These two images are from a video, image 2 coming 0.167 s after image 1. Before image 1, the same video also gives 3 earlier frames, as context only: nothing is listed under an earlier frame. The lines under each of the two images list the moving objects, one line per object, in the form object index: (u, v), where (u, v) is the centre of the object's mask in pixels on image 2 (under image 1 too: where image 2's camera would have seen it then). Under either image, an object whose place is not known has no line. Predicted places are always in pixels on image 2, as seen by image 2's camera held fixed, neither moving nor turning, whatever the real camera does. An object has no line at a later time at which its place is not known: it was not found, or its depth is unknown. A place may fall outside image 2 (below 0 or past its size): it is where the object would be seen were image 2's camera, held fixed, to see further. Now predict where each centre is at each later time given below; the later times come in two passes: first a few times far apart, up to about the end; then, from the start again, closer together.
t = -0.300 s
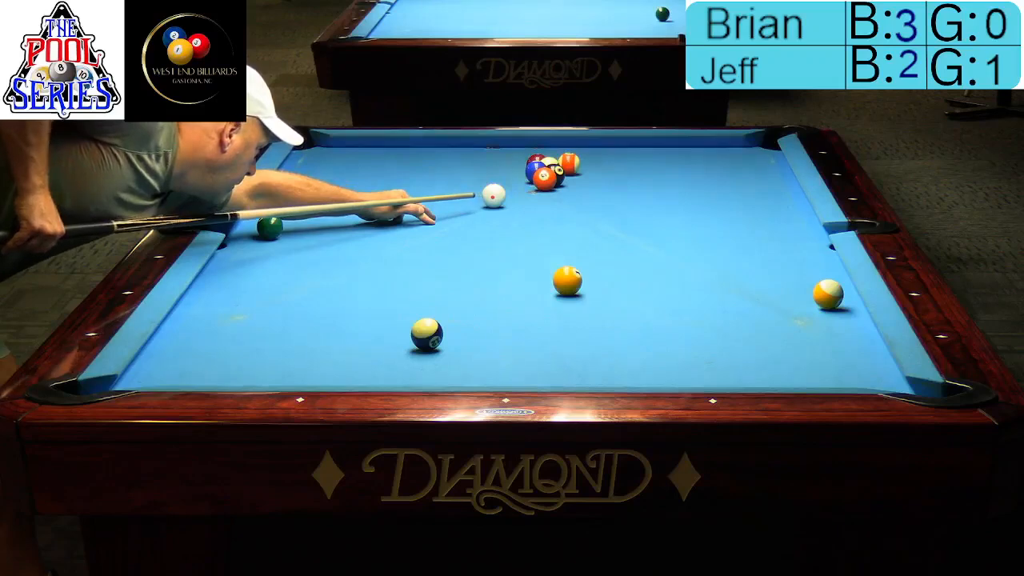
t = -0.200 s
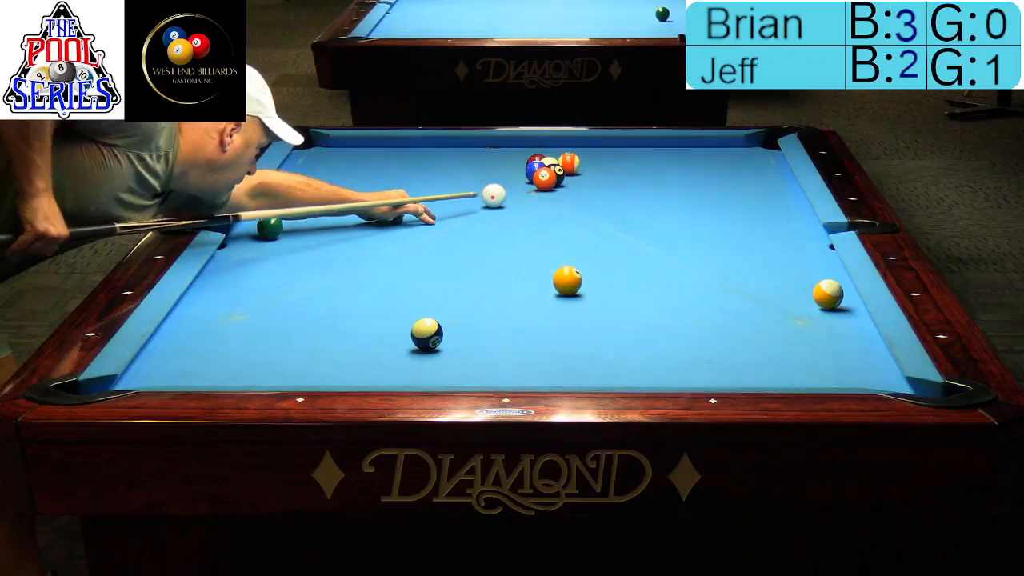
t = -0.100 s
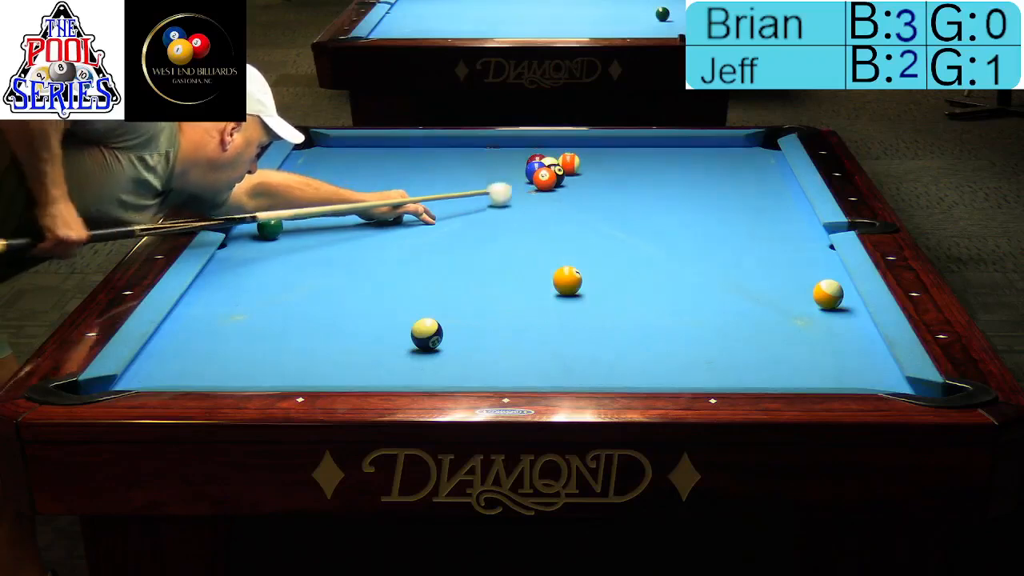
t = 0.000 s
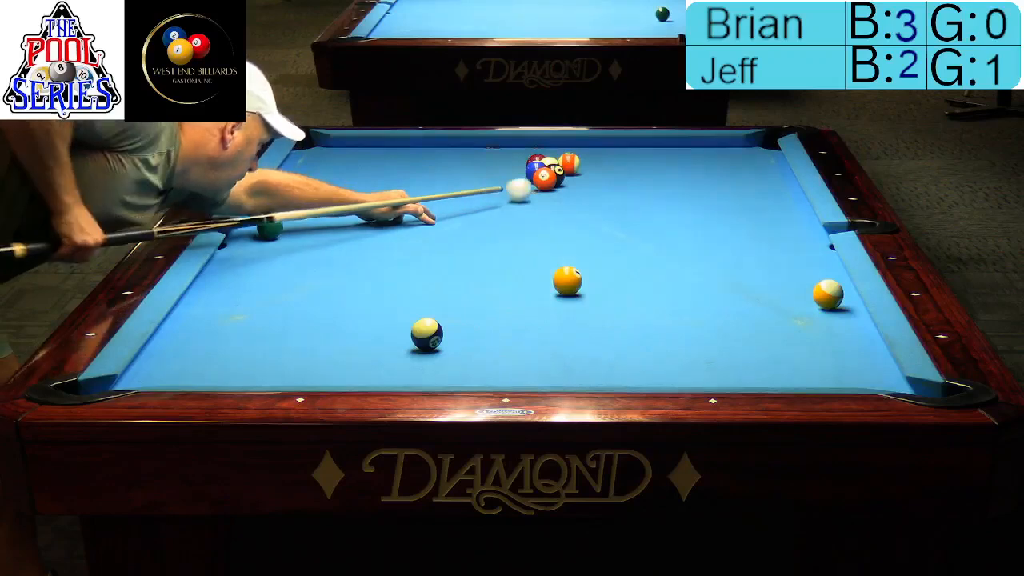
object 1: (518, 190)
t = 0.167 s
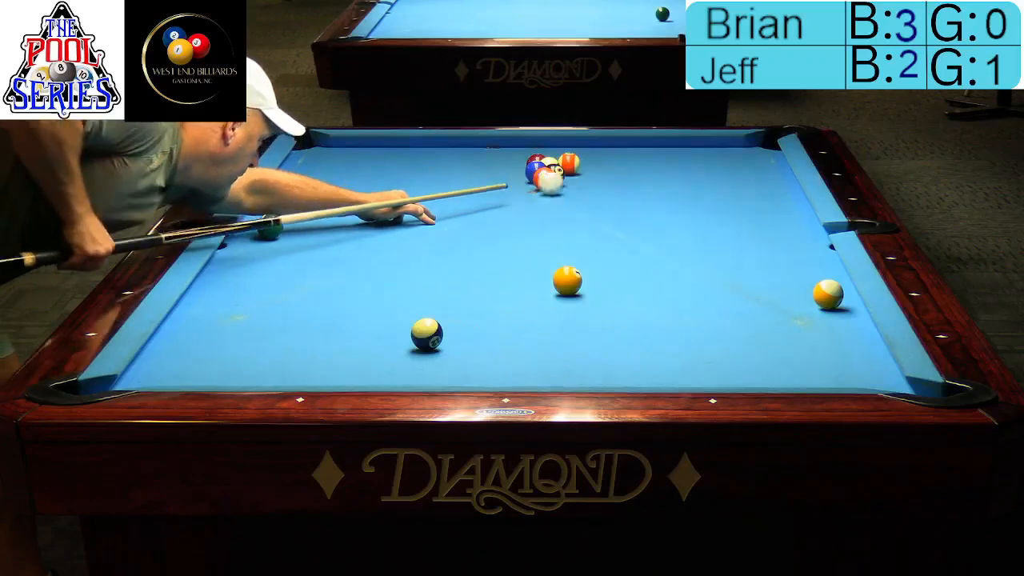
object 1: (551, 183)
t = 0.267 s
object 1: (571, 180)
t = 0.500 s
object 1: (619, 175)
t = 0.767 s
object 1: (669, 170)
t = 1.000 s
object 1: (711, 165)
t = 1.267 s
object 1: (755, 160)
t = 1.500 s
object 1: (761, 157)
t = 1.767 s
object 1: (734, 155)
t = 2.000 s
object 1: (712, 153)
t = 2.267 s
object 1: (689, 151)
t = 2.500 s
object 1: (672, 149)
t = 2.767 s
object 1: (654, 148)
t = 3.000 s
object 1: (640, 147)
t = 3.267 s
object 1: (627, 146)
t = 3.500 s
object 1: (618, 145)
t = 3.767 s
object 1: (609, 144)
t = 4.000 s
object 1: (603, 143)
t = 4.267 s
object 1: (598, 143)
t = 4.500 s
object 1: (595, 143)
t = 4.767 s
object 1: (594, 143)
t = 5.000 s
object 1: (594, 143)
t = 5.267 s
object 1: (594, 143)
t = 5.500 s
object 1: (594, 143)
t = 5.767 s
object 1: (594, 143)
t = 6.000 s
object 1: (594, 143)
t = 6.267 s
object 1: (594, 143)
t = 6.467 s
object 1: (594, 143)
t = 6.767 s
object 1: (594, 143)
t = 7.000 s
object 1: (594, 143)
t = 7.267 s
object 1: (594, 143)
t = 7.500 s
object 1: (594, 143)
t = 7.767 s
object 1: (594, 143)
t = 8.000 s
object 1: (594, 143)
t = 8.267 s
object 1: (594, 143)
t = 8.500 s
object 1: (594, 143)
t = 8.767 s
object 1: (594, 143)
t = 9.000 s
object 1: (594, 143)
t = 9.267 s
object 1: (594, 143)
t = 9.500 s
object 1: (594, 143)
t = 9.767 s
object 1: (594, 143)
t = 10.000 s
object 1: (594, 143)
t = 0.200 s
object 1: (558, 183)
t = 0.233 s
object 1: (564, 182)
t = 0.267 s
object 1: (571, 180)
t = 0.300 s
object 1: (578, 180)
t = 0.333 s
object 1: (585, 179)
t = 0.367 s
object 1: (592, 178)
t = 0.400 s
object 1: (599, 178)
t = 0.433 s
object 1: (605, 177)
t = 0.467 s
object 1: (612, 176)
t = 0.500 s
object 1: (619, 175)
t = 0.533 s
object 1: (625, 175)
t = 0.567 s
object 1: (632, 174)
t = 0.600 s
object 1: (638, 173)
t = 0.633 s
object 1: (645, 173)
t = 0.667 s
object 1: (651, 172)
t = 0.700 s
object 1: (657, 171)
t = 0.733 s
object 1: (663, 170)
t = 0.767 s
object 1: (669, 170)
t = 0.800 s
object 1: (676, 169)
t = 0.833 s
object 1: (682, 168)
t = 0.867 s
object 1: (687, 168)
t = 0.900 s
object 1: (693, 167)
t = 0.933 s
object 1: (699, 166)
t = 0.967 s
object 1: (705, 166)
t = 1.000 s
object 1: (711, 165)
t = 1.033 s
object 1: (716, 164)
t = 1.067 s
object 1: (722, 164)
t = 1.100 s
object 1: (727, 163)
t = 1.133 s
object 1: (733, 163)
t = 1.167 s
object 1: (738, 162)
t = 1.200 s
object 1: (743, 161)
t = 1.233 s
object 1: (749, 160)
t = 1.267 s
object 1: (755, 160)
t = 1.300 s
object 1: (760, 159)
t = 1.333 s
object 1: (765, 159)
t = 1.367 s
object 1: (770, 158)
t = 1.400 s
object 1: (772, 158)
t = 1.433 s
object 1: (769, 158)
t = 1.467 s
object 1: (765, 157)
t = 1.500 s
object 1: (761, 157)
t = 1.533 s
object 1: (758, 157)
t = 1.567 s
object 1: (754, 156)
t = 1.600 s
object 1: (751, 156)
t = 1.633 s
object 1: (747, 156)
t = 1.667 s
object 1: (744, 155)
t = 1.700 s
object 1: (740, 155)
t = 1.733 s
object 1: (737, 155)
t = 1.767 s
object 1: (734, 155)
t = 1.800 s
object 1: (730, 154)
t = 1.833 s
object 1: (727, 154)
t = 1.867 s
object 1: (724, 154)
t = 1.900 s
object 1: (721, 153)
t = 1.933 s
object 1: (718, 153)
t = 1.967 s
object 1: (715, 153)
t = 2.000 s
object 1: (712, 153)
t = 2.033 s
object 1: (709, 152)
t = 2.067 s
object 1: (706, 152)
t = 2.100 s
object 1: (703, 152)
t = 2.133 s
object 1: (700, 152)
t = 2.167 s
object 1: (698, 151)
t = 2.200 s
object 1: (695, 151)
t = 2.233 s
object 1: (692, 151)
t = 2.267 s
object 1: (689, 151)
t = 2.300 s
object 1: (687, 150)
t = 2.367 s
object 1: (682, 150)
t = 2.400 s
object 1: (679, 150)
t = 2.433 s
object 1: (677, 150)
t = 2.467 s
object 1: (674, 150)
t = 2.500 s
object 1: (672, 149)
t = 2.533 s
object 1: (669, 149)
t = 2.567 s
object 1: (667, 149)
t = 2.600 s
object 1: (665, 149)
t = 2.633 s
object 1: (663, 149)
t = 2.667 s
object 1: (660, 148)
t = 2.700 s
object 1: (658, 148)
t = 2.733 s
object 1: (656, 148)
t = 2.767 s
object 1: (654, 148)
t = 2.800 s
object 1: (652, 148)
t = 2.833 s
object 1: (650, 147)
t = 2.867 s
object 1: (647, 147)
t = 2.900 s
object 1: (646, 147)
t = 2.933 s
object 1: (644, 147)
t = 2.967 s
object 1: (642, 147)
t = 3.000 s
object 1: (640, 147)
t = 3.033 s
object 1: (638, 147)
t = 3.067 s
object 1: (637, 146)
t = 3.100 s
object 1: (635, 146)
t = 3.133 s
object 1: (633, 146)
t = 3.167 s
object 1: (632, 146)
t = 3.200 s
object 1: (630, 146)
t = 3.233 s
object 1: (629, 146)
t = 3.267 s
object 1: (627, 146)
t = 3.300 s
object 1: (626, 146)
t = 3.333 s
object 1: (624, 145)
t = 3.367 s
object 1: (623, 145)
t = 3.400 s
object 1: (621, 145)
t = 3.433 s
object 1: (620, 145)
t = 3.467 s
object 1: (619, 145)
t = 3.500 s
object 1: (618, 145)
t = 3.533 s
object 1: (616, 145)
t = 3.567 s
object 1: (615, 145)
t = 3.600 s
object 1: (614, 144)
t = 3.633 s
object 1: (613, 144)
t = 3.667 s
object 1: (612, 144)
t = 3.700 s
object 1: (611, 144)
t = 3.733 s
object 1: (610, 144)
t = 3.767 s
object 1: (609, 144)
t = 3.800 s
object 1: (608, 144)
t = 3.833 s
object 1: (607, 144)
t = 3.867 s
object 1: (606, 144)
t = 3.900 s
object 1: (605, 144)
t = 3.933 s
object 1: (604, 144)
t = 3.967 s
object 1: (603, 144)
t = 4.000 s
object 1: (603, 143)
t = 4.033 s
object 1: (602, 144)
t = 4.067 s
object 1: (601, 143)
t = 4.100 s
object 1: (600, 143)
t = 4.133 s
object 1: (600, 143)
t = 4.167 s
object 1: (599, 143)
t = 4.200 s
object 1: (599, 143)
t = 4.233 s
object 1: (598, 143)
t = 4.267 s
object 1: (598, 143)
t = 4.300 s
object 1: (597, 143)
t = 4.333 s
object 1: (597, 143)
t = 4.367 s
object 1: (596, 143)
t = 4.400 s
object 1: (596, 143)
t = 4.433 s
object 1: (596, 143)
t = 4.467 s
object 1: (595, 143)
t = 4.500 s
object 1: (595, 143)
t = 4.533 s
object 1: (595, 143)
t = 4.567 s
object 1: (595, 143)
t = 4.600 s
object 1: (595, 143)
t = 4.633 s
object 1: (595, 143)
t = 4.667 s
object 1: (595, 143)
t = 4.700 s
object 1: (595, 143)
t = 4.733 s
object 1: (595, 143)
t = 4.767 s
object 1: (594, 143)
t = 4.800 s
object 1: (594, 143)
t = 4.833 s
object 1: (594, 143)
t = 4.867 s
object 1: (594, 143)
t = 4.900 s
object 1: (594, 143)
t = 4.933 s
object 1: (594, 143)
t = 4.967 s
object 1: (594, 143)
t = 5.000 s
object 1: (594, 143)
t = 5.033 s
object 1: (594, 143)
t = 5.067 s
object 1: (594, 143)
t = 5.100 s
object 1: (594, 143)
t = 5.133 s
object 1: (594, 143)
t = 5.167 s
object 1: (594, 143)
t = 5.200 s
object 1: (594, 143)
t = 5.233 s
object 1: (594, 143)
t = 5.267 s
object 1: (594, 143)
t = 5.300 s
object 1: (594, 143)
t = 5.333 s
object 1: (594, 143)
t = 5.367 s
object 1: (594, 143)
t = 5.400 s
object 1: (594, 143)
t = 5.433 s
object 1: (594, 143)
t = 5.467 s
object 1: (594, 143)
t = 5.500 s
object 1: (594, 143)
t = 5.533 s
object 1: (594, 143)
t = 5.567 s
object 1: (594, 143)
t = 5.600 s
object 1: (594, 143)
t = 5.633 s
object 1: (594, 143)
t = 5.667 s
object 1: (594, 143)
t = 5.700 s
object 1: (594, 143)
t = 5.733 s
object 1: (594, 143)
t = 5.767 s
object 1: (594, 143)
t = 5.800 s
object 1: (594, 143)
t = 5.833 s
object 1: (594, 143)
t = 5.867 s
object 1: (594, 143)
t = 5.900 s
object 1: (594, 143)
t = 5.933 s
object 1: (594, 143)
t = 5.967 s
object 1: (594, 143)
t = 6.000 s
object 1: (594, 143)
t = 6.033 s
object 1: (594, 143)
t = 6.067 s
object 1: (594, 143)
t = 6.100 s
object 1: (594, 143)
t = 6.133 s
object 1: (594, 143)
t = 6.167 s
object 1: (594, 143)
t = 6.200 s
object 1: (594, 143)
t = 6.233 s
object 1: (594, 143)
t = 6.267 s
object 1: (594, 143)
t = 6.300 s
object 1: (594, 143)
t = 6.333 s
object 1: (594, 143)
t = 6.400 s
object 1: (594, 143)
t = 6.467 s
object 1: (594, 143)
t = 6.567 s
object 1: (594, 143)
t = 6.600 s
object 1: (594, 143)
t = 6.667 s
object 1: (594, 143)
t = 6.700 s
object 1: (594, 143)
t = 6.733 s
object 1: (594, 143)
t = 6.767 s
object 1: (594, 143)
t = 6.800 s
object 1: (594, 143)
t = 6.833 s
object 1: (594, 143)
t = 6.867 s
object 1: (594, 143)
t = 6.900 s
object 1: (594, 143)
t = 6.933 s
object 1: (594, 143)
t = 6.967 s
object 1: (594, 143)
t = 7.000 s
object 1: (594, 143)
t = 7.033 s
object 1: (594, 143)
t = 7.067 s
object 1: (594, 143)
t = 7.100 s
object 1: (594, 143)
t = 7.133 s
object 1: (594, 143)
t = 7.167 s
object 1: (594, 143)
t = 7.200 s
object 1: (594, 143)
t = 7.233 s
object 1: (594, 143)
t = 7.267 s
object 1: (594, 143)
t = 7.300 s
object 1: (594, 143)
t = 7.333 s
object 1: (594, 143)
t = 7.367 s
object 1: (594, 143)
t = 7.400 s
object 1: (594, 143)
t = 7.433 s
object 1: (594, 143)
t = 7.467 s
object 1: (594, 143)
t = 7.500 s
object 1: (594, 143)
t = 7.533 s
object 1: (594, 143)
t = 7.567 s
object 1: (594, 143)
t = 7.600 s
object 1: (594, 143)
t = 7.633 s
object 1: (594, 143)
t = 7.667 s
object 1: (594, 143)
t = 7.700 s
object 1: (594, 143)
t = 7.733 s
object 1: (594, 143)
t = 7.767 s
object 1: (594, 143)
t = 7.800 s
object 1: (594, 143)
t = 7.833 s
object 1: (594, 143)
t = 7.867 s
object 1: (594, 143)
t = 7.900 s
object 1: (594, 143)
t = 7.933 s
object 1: (594, 143)
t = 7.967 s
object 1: (594, 143)
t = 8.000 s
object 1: (594, 143)
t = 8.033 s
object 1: (594, 143)
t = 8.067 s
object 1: (594, 143)
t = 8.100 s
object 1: (594, 143)
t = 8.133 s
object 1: (594, 143)
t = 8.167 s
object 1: (594, 143)
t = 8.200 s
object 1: (594, 143)
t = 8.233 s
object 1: (594, 143)
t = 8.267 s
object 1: (594, 143)
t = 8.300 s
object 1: (594, 143)
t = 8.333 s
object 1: (594, 143)
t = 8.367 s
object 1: (594, 143)
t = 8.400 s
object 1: (594, 143)
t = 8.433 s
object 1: (594, 143)
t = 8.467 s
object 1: (594, 143)
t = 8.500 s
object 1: (594, 143)
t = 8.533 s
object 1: (594, 143)
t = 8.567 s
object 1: (594, 143)
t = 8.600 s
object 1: (594, 143)
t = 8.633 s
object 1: (594, 143)
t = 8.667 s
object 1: (594, 143)
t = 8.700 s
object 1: (594, 143)
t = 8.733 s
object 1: (594, 143)
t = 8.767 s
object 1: (594, 143)
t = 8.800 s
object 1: (594, 143)
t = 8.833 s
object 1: (594, 143)
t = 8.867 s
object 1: (594, 143)
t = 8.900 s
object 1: (594, 143)
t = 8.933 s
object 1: (594, 143)
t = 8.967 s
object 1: (594, 143)
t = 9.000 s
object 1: (594, 143)
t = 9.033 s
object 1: (594, 143)
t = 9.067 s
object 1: (594, 143)
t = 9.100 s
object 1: (594, 143)
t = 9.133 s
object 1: (594, 143)
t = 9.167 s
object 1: (594, 143)
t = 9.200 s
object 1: (594, 143)
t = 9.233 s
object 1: (594, 143)
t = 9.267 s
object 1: (594, 143)
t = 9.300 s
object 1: (594, 143)
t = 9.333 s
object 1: (594, 143)
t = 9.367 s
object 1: (594, 143)
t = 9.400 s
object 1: (594, 143)
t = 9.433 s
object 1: (594, 143)
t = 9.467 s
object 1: (594, 143)
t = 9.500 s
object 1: (594, 143)
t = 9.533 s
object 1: (594, 143)
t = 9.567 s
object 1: (594, 143)
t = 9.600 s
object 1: (594, 143)
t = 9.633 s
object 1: (594, 143)
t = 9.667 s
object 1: (594, 143)
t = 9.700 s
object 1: (594, 143)
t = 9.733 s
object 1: (594, 143)
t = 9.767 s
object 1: (594, 143)
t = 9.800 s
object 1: (594, 143)
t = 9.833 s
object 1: (594, 143)
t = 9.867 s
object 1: (594, 143)
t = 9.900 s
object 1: (594, 143)
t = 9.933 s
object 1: (594, 143)
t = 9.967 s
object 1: (594, 143)
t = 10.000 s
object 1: (594, 143)
